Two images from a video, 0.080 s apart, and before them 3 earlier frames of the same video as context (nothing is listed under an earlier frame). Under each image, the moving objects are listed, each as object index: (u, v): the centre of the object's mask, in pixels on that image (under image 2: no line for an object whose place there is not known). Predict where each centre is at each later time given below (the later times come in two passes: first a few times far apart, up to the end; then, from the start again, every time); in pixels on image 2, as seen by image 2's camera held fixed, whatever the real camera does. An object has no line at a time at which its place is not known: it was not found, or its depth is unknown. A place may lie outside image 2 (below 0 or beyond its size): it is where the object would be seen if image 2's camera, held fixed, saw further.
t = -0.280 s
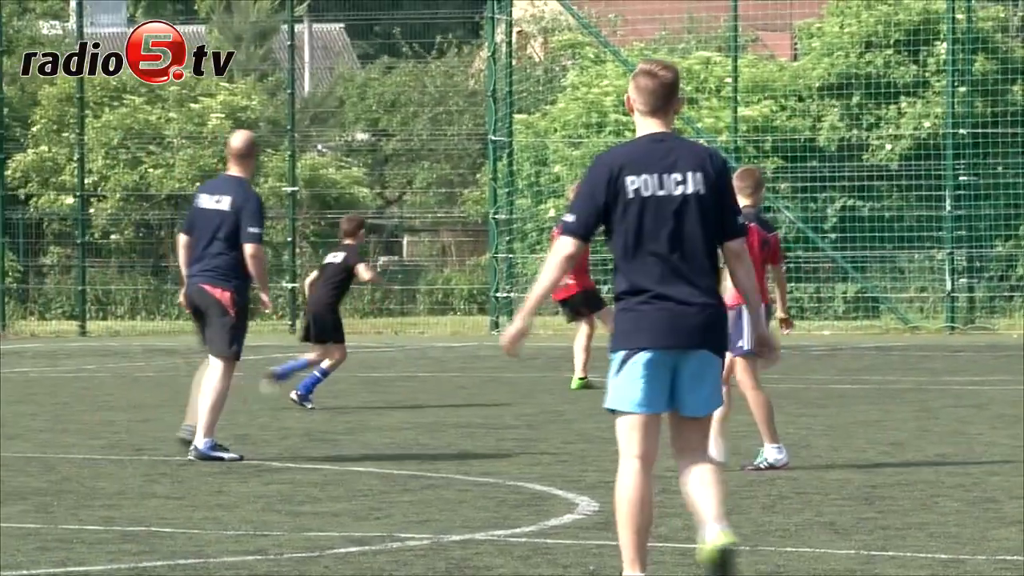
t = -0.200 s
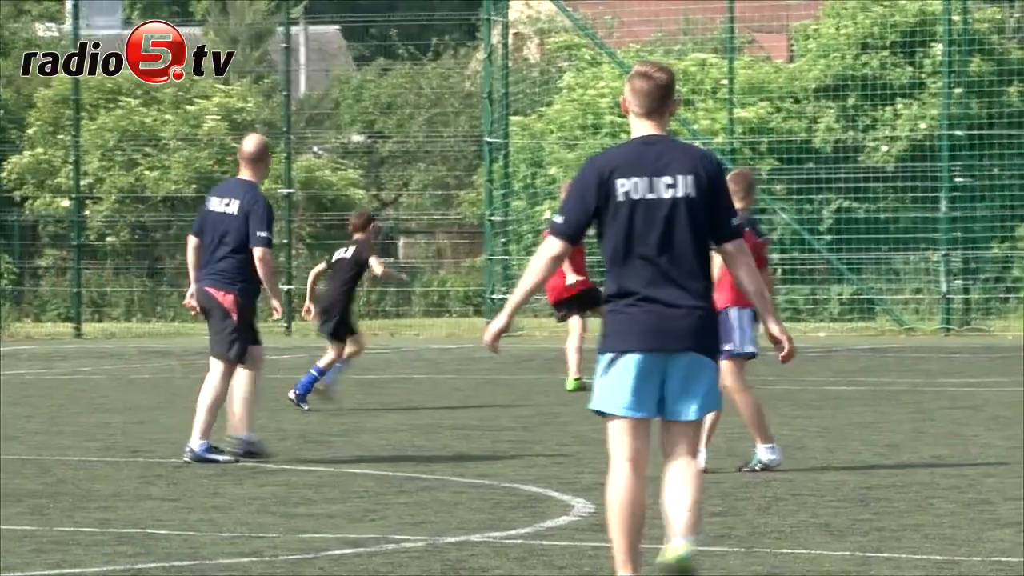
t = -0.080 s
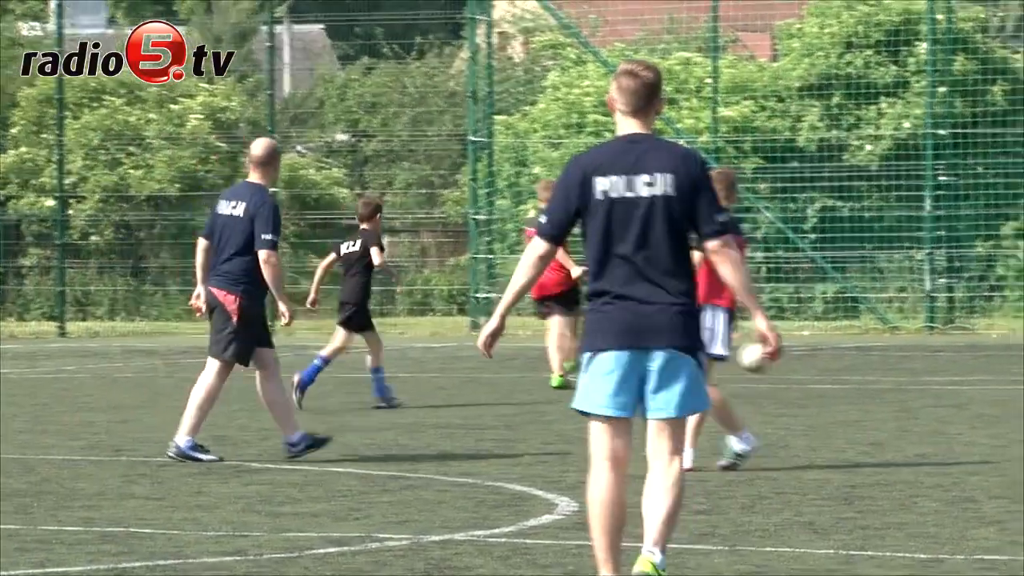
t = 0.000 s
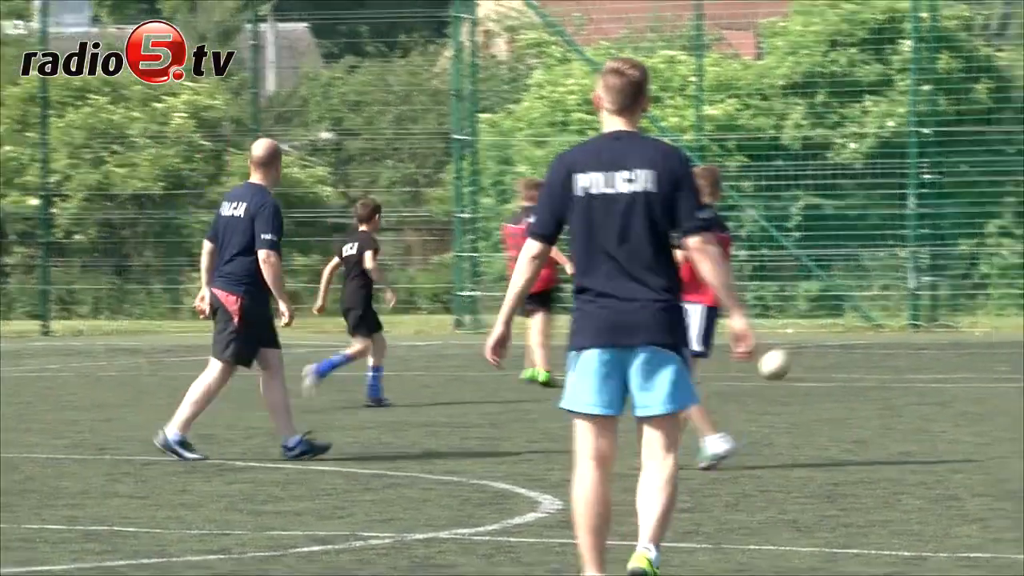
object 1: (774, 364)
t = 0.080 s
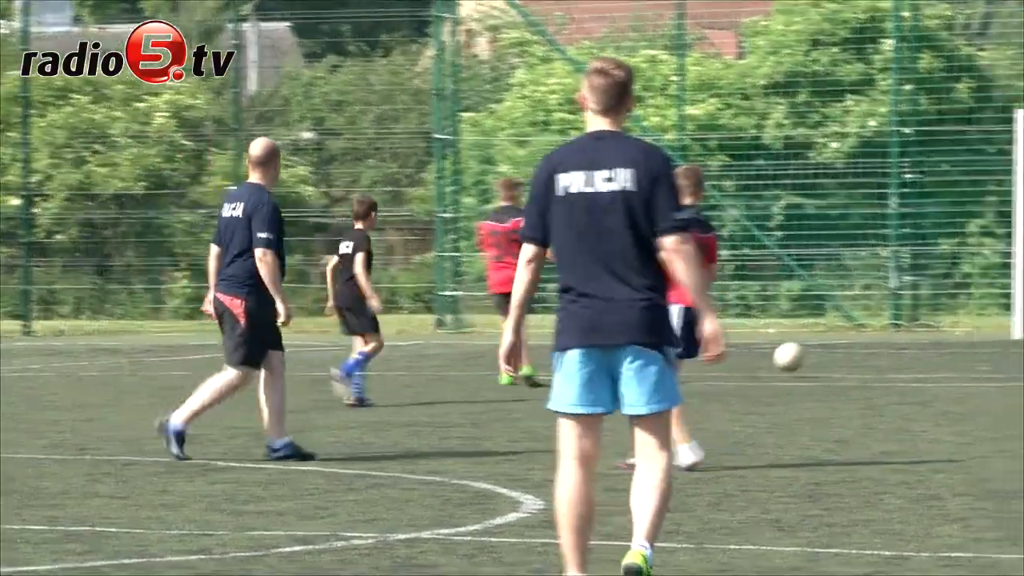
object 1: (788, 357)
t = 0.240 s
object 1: (850, 356)
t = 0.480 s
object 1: (937, 351)
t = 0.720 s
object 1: (1020, 345)
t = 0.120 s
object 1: (804, 356)
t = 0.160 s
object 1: (819, 357)
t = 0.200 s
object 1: (835, 360)
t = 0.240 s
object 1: (850, 356)
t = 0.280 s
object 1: (866, 353)
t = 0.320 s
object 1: (880, 352)
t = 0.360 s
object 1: (894, 352)
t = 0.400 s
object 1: (909, 355)
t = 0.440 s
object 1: (923, 355)
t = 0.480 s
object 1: (937, 351)
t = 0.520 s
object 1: (951, 349)
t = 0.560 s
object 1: (965, 350)
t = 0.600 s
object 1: (979, 352)
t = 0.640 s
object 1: (992, 347)
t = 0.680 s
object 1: (1007, 345)
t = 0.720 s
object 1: (1020, 345)
